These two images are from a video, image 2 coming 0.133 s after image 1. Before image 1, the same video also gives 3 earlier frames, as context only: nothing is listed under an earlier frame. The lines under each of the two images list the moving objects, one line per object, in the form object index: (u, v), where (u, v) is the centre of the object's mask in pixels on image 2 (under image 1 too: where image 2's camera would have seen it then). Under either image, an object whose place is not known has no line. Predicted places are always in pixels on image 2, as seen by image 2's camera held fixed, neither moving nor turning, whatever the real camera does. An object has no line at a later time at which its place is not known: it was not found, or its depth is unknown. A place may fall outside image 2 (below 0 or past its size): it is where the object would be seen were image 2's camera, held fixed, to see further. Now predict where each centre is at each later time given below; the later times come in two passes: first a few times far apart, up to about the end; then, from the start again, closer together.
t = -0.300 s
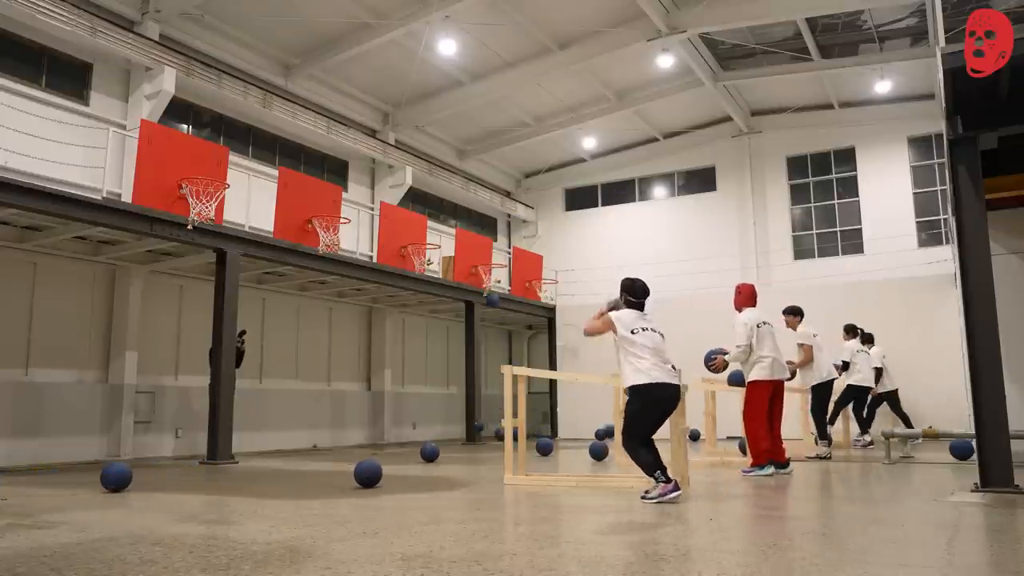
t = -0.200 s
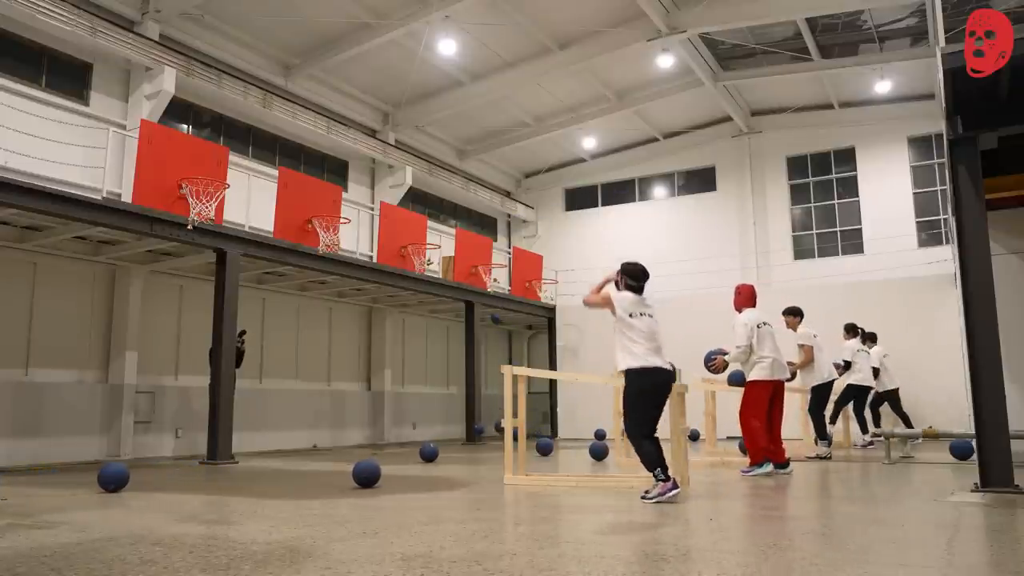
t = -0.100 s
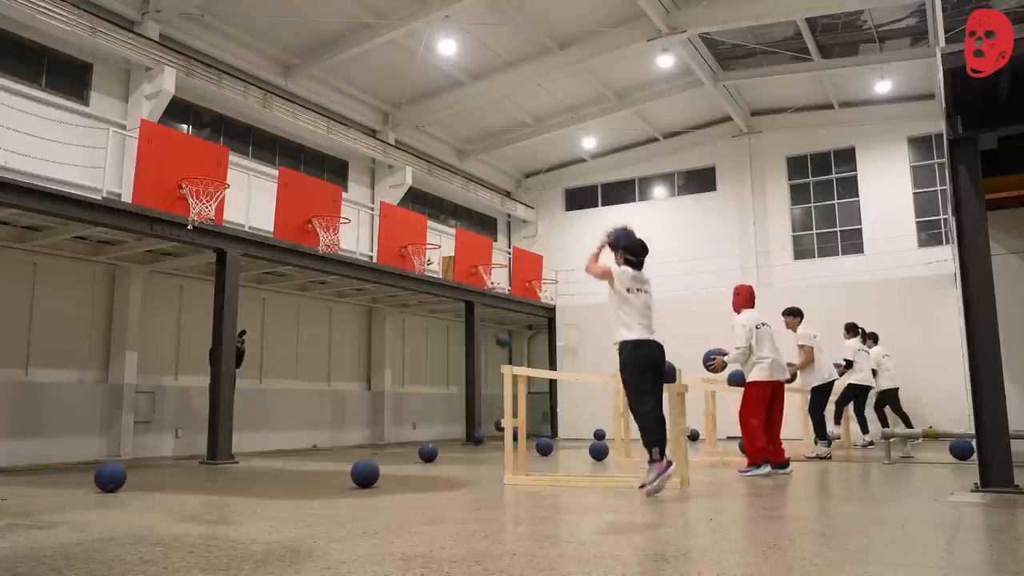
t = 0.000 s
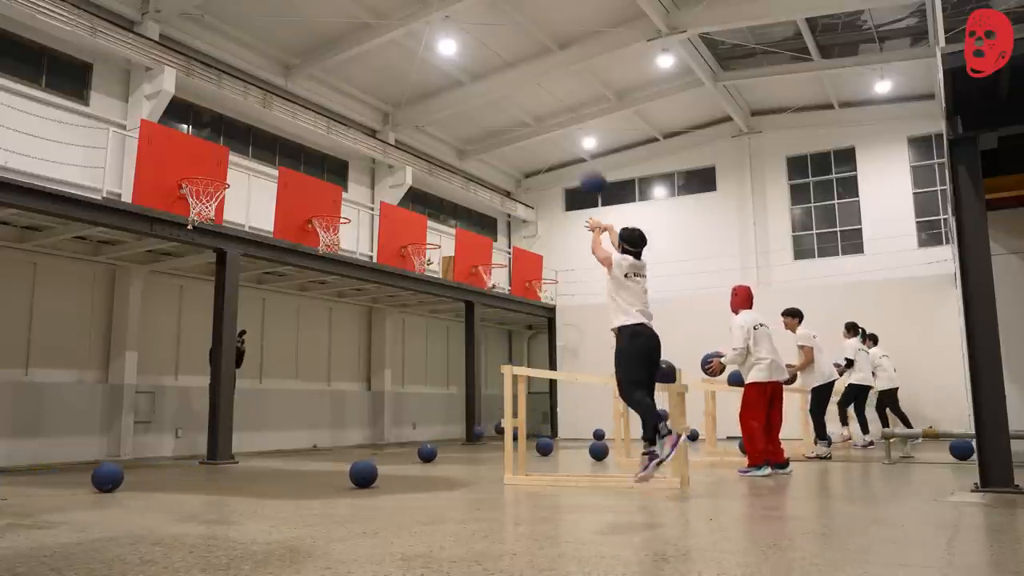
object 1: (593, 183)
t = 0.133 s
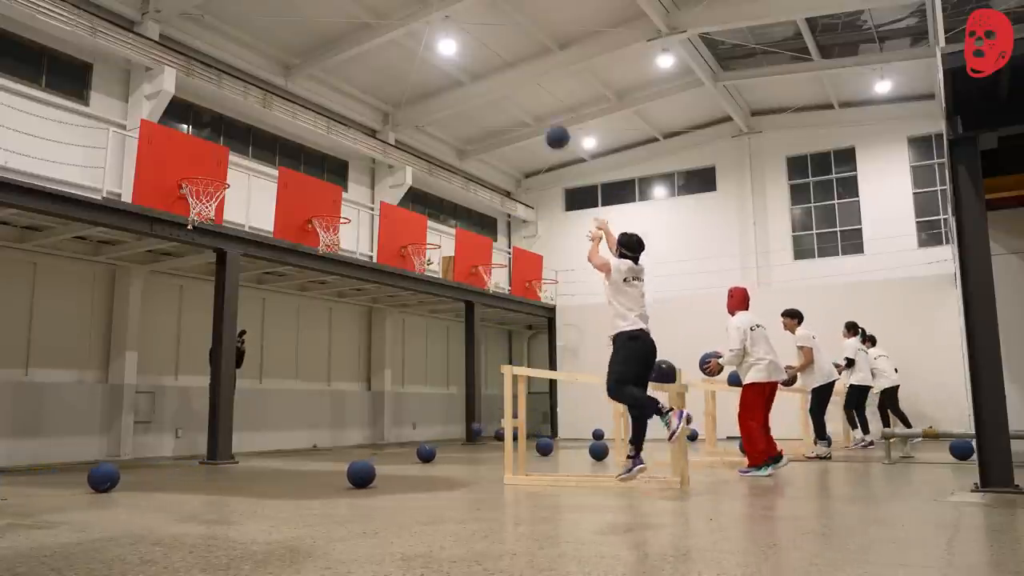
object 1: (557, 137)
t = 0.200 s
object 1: (542, 123)
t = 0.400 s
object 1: (505, 109)
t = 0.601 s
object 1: (476, 126)
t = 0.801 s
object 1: (453, 166)
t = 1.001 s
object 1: (435, 221)
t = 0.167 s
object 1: (549, 128)
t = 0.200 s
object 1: (542, 123)
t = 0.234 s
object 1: (535, 118)
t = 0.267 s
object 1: (528, 114)
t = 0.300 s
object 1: (522, 112)
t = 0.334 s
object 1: (516, 110)
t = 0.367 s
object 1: (510, 109)
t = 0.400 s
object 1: (505, 109)
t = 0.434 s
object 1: (500, 110)
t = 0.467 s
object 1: (495, 112)
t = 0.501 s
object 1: (490, 115)
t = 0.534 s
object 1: (485, 118)
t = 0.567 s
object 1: (481, 122)
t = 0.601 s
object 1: (476, 126)
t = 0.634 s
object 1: (472, 132)
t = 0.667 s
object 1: (468, 137)
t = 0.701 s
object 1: (464, 144)
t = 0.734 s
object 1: (460, 151)
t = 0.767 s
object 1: (456, 158)
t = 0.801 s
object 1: (453, 166)
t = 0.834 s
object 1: (449, 174)
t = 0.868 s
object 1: (446, 184)
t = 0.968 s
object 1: (437, 211)
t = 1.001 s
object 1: (435, 221)
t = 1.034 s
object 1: (432, 233)
